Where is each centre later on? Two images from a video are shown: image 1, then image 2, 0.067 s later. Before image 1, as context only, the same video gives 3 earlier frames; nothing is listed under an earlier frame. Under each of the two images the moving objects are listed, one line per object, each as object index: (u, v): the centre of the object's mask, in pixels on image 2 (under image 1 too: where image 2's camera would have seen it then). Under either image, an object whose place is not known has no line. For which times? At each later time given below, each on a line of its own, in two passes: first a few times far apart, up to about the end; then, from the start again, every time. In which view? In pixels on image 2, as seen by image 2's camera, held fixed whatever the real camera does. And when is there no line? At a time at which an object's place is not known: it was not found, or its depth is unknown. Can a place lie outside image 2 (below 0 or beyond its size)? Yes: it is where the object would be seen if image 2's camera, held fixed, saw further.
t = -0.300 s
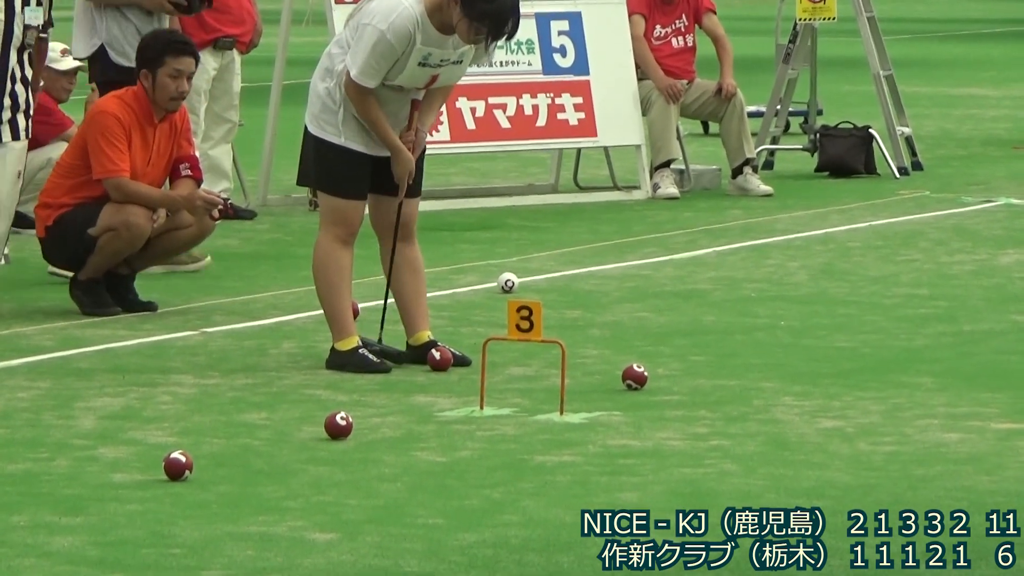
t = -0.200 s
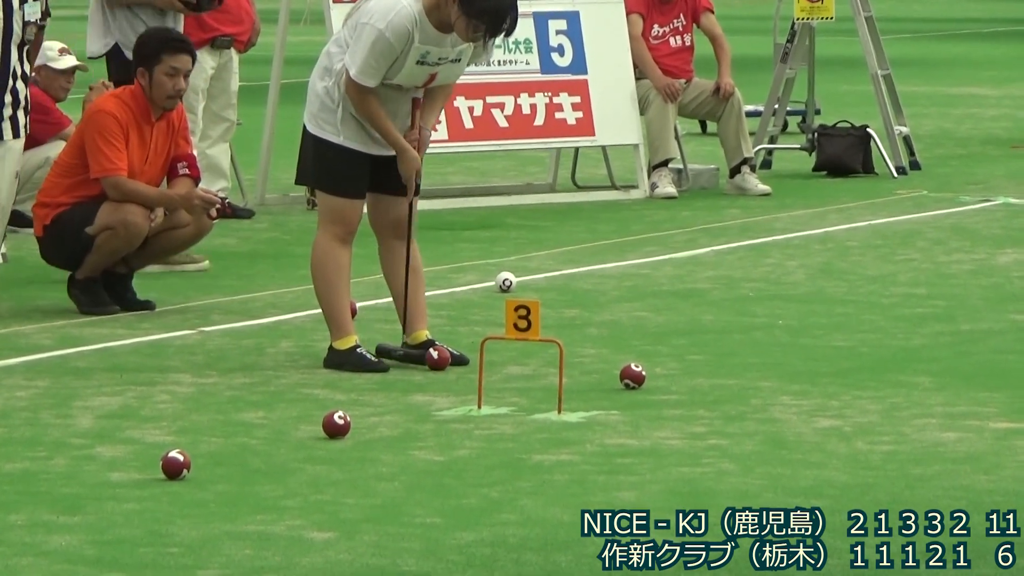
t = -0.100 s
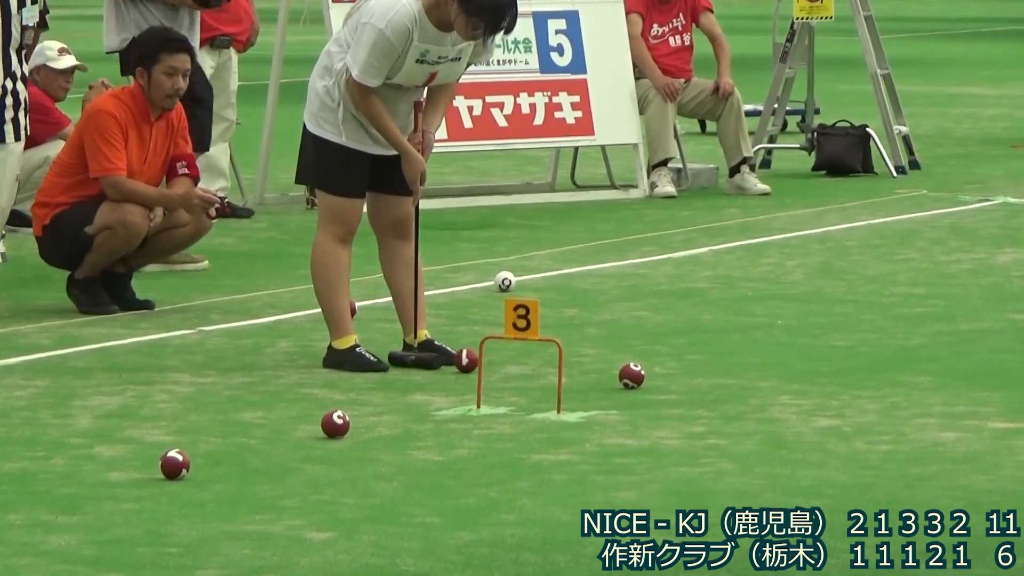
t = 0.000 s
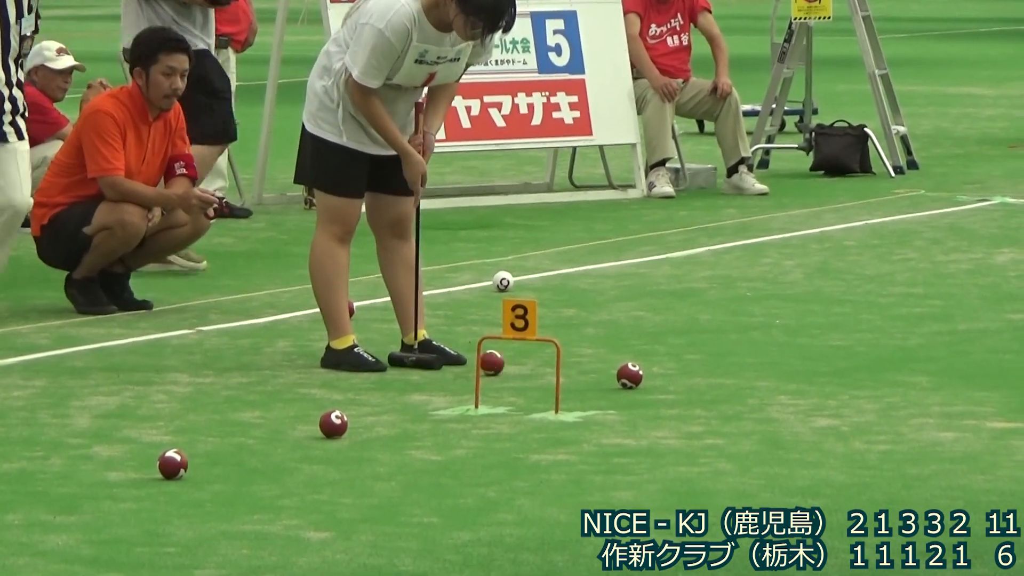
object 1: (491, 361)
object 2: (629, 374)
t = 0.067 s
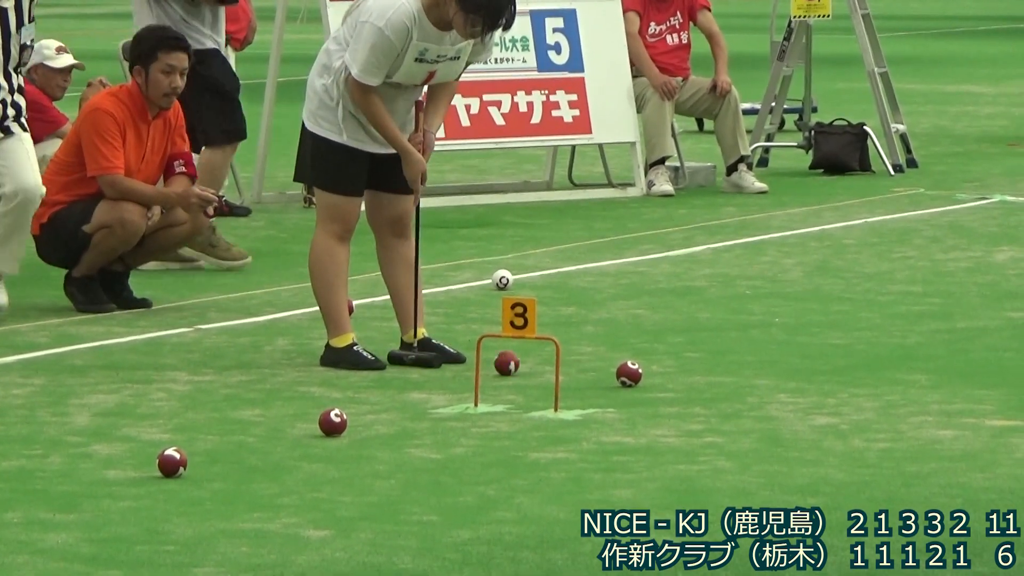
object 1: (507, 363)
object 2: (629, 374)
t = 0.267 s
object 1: (547, 367)
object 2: (629, 374)
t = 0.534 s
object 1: (603, 372)
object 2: (629, 374)
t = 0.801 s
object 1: (610, 373)
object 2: (660, 376)
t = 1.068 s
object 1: (611, 373)
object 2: (682, 377)
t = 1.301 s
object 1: (611, 374)
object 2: (693, 379)
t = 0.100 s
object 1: (514, 363)
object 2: (629, 374)
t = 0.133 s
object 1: (521, 364)
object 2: (629, 374)
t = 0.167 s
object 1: (529, 366)
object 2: (629, 374)
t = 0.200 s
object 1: (536, 366)
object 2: (629, 374)
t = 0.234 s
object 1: (543, 366)
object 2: (629, 374)
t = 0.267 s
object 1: (547, 367)
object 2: (629, 374)
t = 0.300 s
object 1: (560, 368)
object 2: (629, 374)
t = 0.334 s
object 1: (567, 369)
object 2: (629, 374)
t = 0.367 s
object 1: (571, 369)
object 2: (629, 374)
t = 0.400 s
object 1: (577, 370)
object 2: (629, 374)
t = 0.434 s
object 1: (584, 371)
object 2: (629, 374)
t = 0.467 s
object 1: (591, 371)
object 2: (629, 374)
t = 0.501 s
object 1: (597, 372)
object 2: (629, 374)
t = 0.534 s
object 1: (603, 372)
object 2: (629, 374)
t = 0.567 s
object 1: (607, 372)
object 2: (631, 374)
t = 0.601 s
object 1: (607, 373)
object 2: (637, 374)
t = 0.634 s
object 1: (607, 373)
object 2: (641, 375)
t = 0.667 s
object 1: (608, 373)
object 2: (645, 375)
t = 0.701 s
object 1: (609, 374)
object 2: (649, 376)
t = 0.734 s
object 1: (610, 373)
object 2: (653, 376)
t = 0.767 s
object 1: (610, 374)
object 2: (657, 376)
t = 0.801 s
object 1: (610, 373)
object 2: (660, 376)
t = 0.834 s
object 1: (610, 373)
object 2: (663, 376)
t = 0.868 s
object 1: (610, 374)
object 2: (666, 377)
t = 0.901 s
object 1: (610, 374)
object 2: (669, 377)
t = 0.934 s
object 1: (610, 374)
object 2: (672, 377)
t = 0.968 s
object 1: (610, 374)
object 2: (675, 377)
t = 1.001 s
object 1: (610, 373)
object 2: (677, 377)
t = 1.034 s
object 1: (610, 373)
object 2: (680, 377)
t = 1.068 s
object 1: (611, 373)
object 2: (682, 377)
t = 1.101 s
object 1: (611, 373)
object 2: (685, 378)
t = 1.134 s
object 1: (611, 374)
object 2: (686, 378)
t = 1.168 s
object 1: (611, 374)
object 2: (688, 378)
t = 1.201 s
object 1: (611, 374)
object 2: (689, 379)
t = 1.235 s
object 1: (611, 374)
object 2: (691, 378)
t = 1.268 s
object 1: (611, 373)
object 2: (692, 379)
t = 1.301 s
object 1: (611, 374)
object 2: (693, 379)
